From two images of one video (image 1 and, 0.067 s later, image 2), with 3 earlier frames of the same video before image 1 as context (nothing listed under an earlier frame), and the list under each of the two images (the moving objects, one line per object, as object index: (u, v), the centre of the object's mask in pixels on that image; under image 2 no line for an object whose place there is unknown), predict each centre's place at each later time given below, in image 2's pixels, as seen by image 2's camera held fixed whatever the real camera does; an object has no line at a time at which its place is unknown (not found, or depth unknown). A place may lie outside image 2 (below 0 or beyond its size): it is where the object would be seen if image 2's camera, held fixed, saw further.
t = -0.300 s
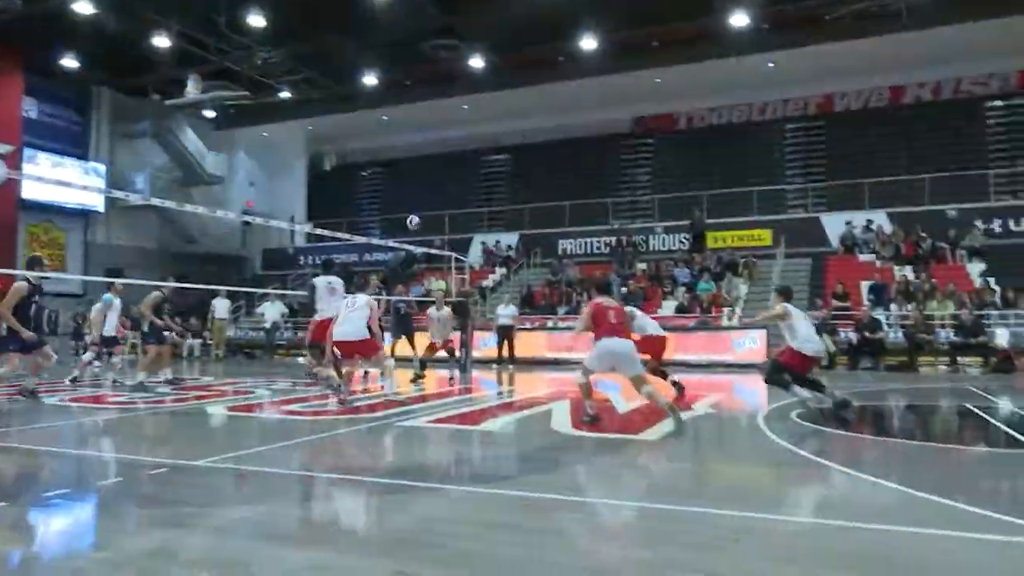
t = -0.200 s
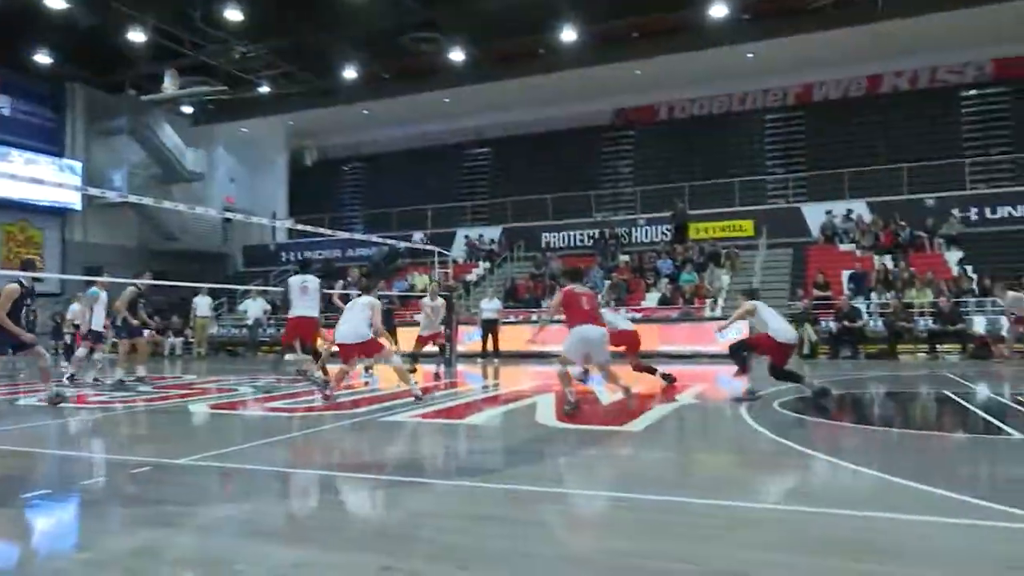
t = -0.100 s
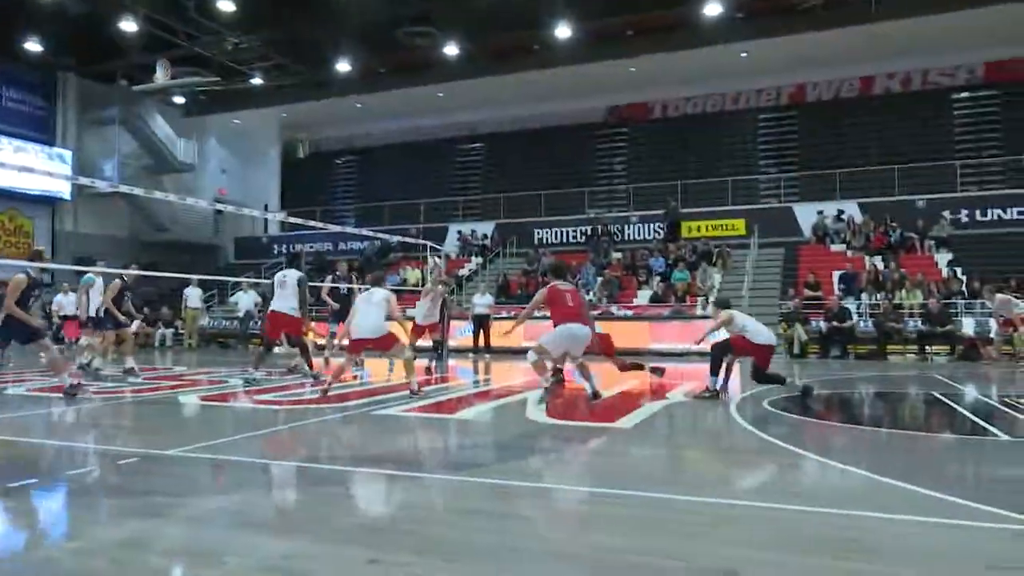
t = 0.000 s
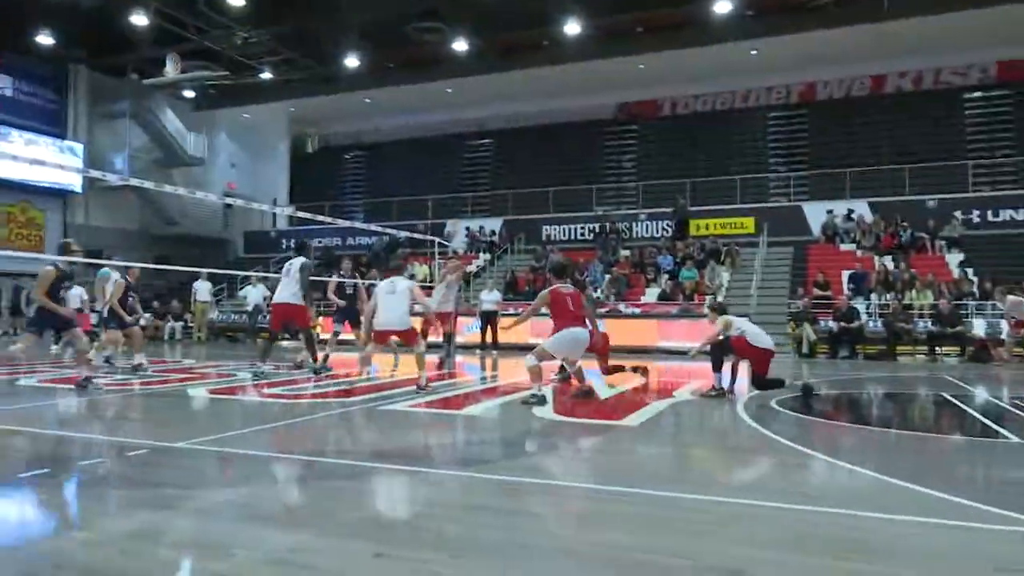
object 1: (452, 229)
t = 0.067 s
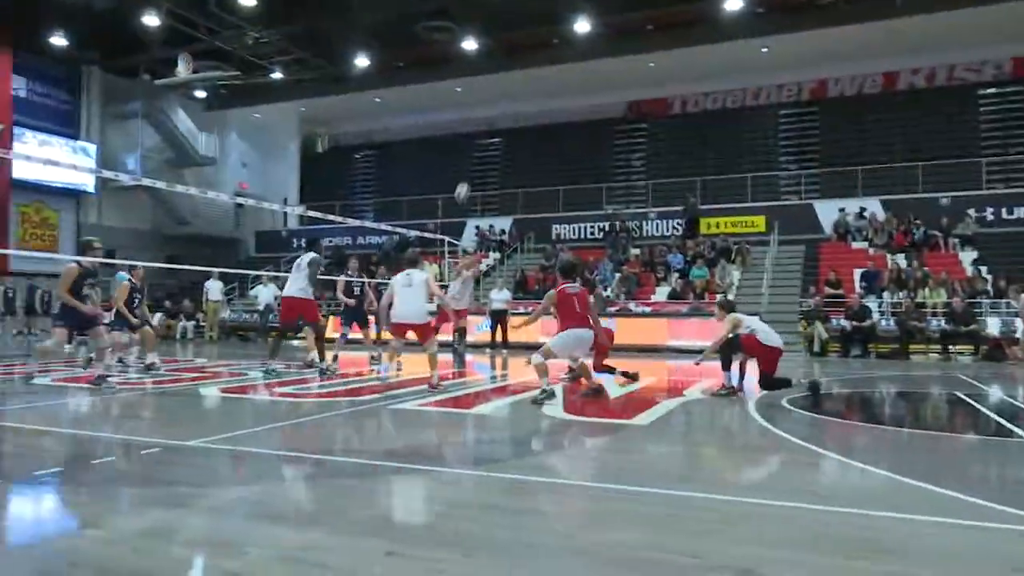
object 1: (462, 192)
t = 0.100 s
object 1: (461, 175)
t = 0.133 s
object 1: (461, 159)
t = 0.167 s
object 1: (460, 139)
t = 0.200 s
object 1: (459, 120)
